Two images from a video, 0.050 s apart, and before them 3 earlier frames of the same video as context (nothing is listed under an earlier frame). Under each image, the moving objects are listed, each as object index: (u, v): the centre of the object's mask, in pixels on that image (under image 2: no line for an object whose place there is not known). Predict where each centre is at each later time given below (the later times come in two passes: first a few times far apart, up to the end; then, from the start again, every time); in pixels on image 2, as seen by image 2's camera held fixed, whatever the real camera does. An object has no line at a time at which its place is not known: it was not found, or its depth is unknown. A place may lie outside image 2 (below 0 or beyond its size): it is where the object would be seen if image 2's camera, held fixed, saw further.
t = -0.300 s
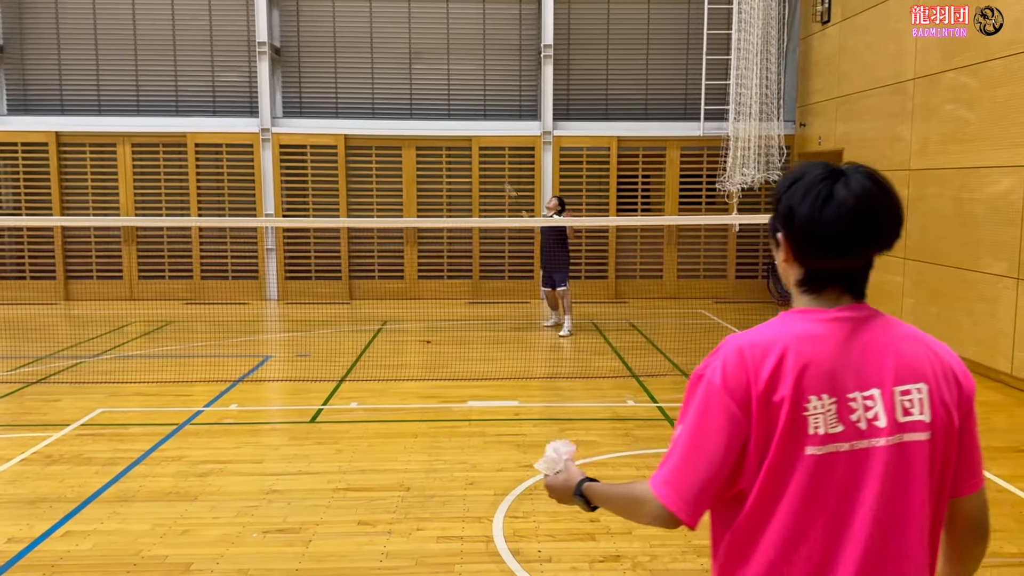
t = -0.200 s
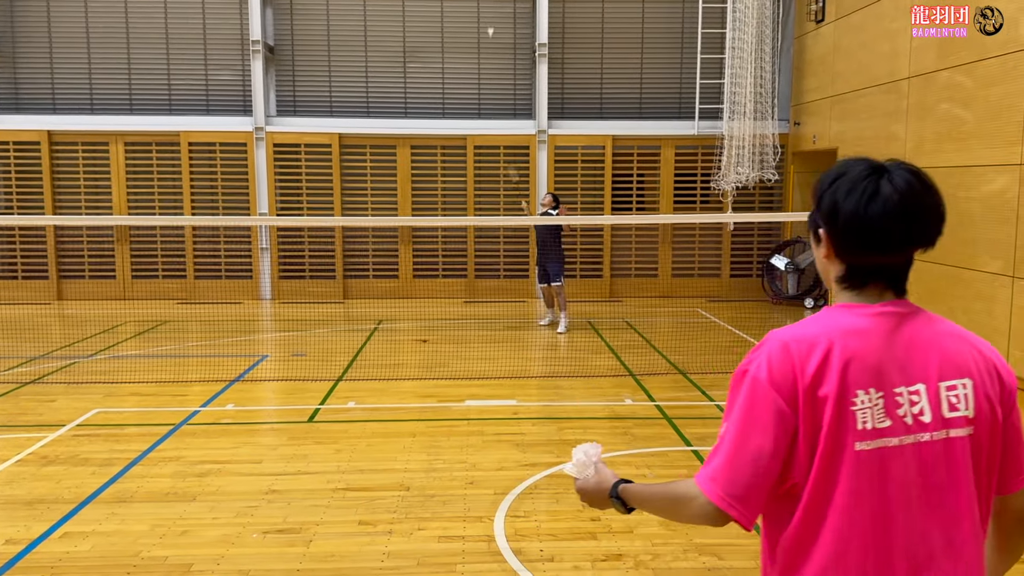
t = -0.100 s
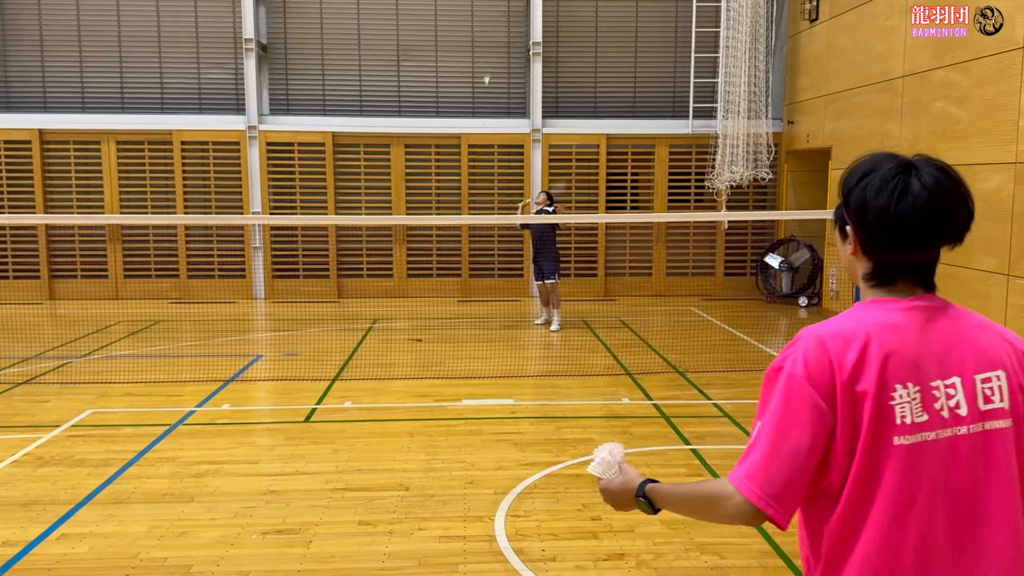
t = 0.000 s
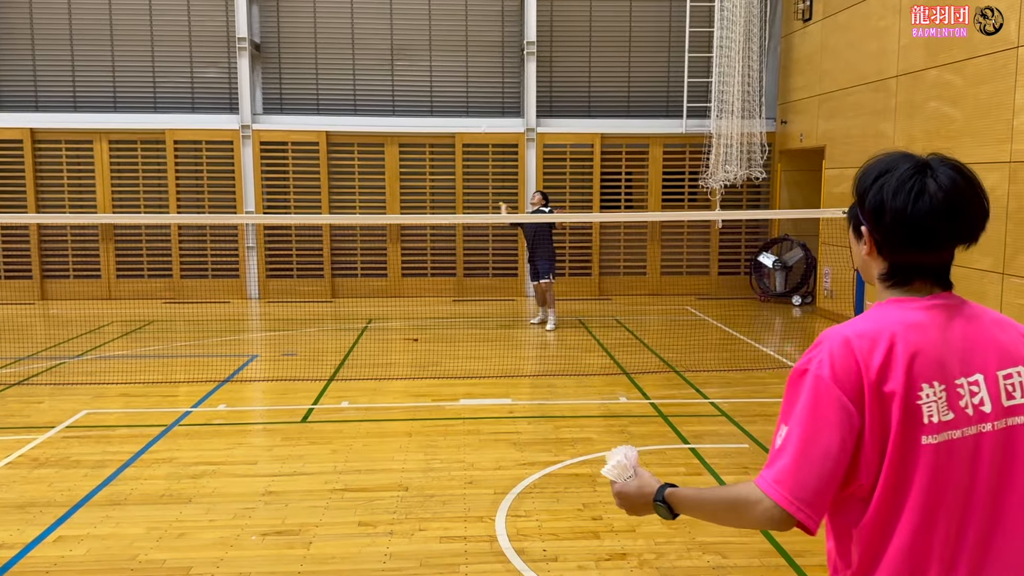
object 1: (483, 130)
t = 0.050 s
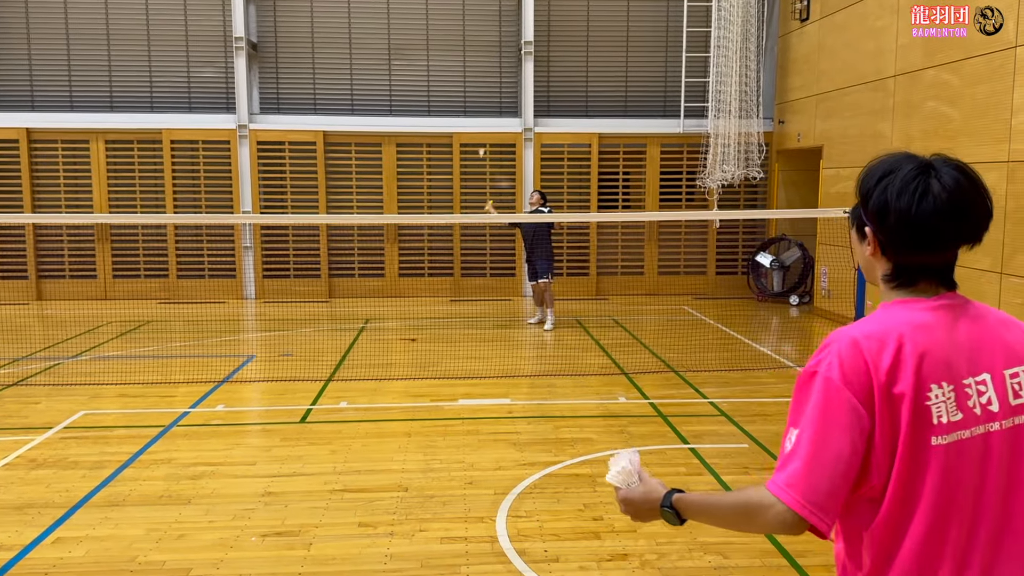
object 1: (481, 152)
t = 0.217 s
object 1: (464, 143)
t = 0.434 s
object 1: (442, 147)
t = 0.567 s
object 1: (429, 184)
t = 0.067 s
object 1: (482, 161)
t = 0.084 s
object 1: (481, 166)
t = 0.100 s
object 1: (476, 166)
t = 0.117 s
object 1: (476, 162)
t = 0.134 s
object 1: (476, 158)
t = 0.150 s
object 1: (473, 152)
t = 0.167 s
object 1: (471, 149)
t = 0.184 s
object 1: (469, 147)
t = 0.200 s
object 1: (466, 145)
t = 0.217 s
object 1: (464, 143)
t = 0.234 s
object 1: (463, 142)
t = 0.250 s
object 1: (461, 140)
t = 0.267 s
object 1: (459, 139)
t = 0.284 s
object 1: (458, 138)
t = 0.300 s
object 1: (456, 137)
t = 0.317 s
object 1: (455, 137)
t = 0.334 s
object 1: (453, 138)
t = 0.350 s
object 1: (451, 138)
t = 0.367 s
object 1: (449, 139)
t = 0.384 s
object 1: (448, 140)
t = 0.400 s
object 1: (446, 141)
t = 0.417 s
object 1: (444, 144)
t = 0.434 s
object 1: (442, 147)
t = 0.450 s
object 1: (441, 149)
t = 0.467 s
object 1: (439, 152)
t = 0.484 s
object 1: (437, 156)
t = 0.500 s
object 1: (436, 161)
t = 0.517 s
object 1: (434, 166)
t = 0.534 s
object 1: (432, 171)
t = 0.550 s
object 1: (431, 177)
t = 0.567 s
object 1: (429, 184)
